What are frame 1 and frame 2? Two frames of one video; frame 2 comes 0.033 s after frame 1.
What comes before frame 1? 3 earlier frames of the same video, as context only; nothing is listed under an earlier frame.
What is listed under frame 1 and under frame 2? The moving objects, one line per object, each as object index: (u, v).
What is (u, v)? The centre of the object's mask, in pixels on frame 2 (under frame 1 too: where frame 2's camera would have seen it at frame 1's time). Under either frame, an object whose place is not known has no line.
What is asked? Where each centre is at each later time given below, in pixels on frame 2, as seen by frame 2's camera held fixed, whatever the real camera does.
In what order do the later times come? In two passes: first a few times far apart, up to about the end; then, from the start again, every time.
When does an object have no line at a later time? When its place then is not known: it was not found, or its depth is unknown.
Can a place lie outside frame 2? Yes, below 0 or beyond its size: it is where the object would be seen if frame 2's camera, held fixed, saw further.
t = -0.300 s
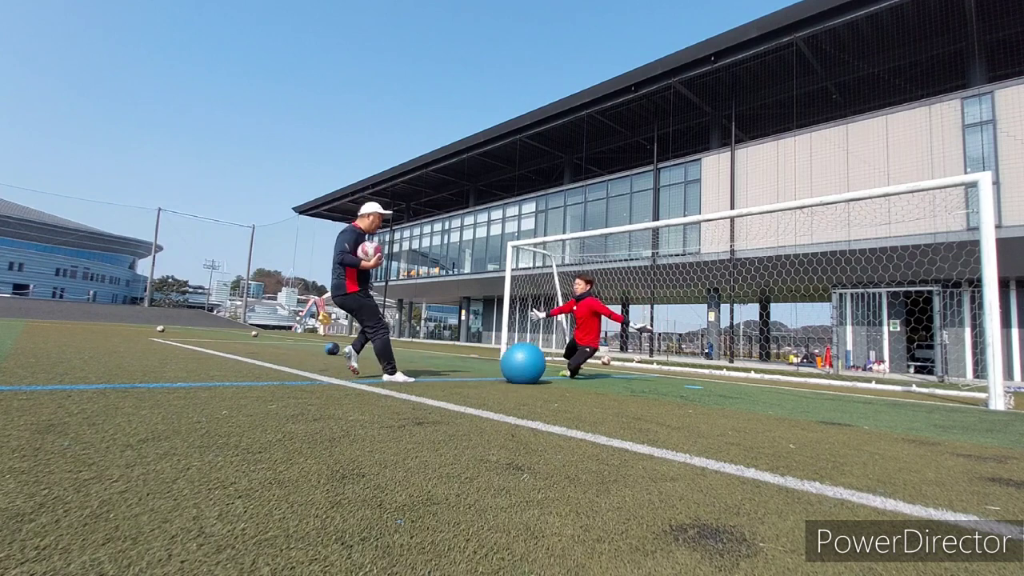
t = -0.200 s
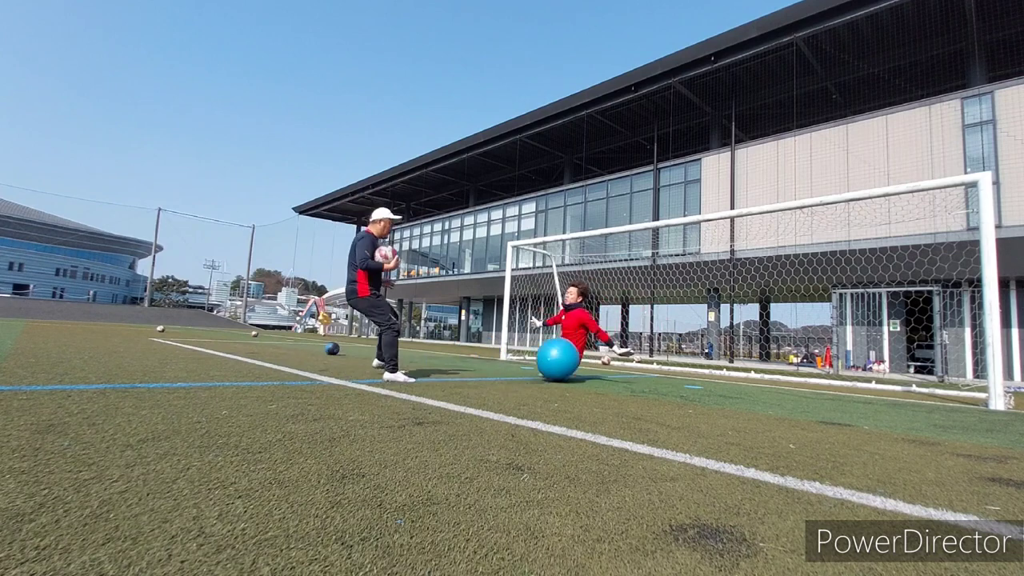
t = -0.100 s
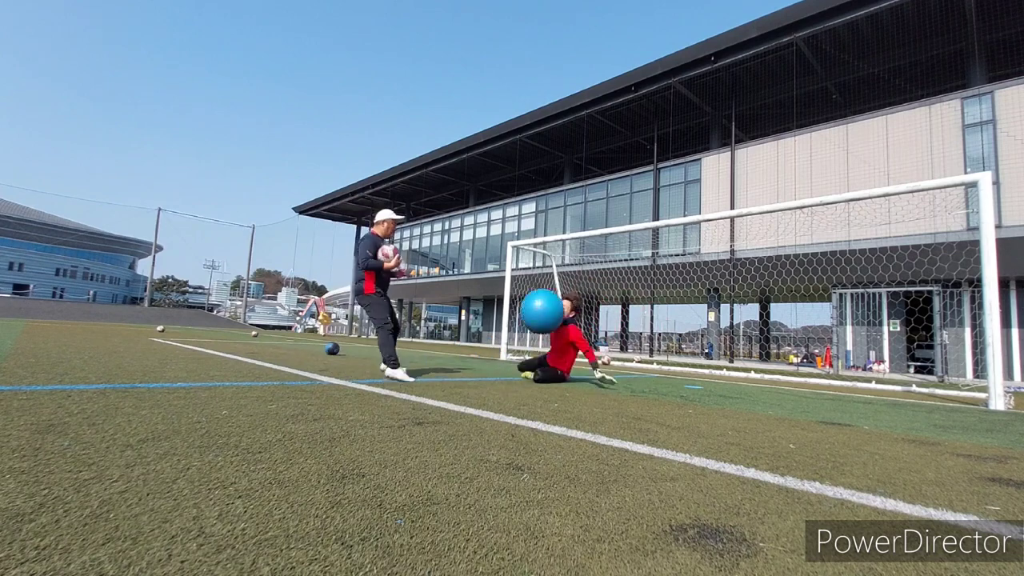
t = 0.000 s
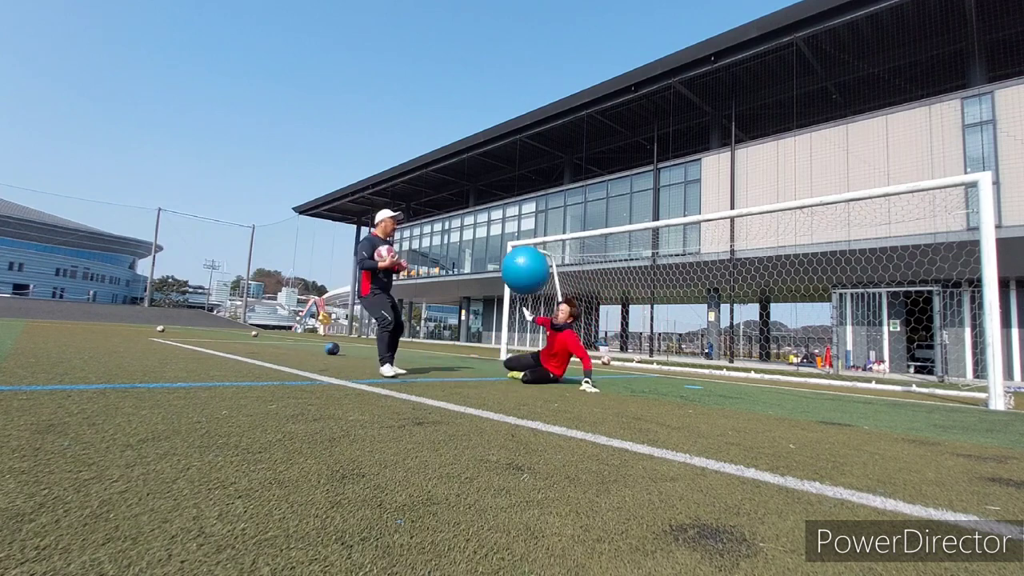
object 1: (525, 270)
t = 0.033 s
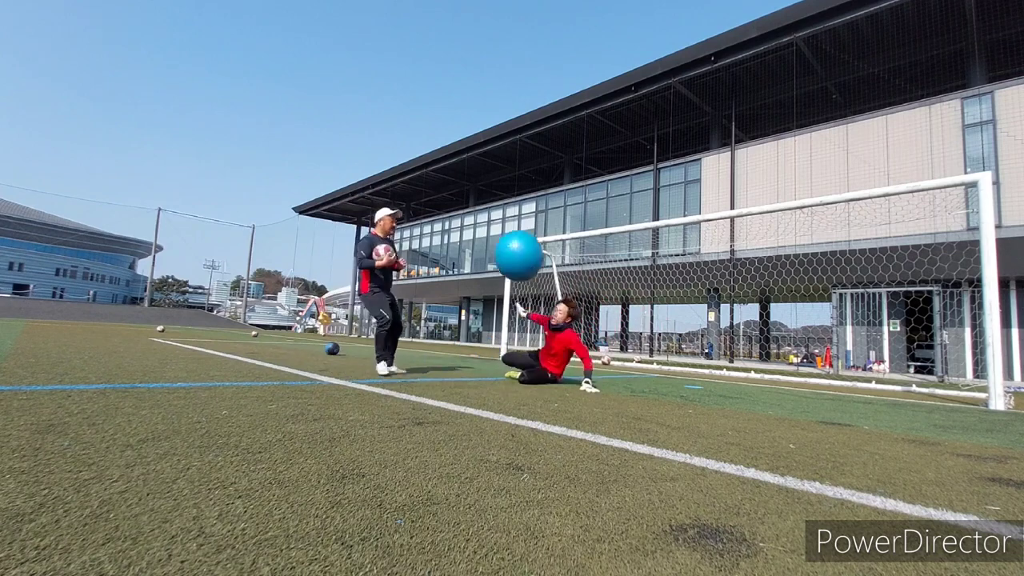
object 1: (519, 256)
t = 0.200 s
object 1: (485, 195)
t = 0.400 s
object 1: (434, 144)
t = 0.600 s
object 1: (359, 128)
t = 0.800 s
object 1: (232, 185)
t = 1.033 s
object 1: (50, 393)
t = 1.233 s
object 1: (134, 216)
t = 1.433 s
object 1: (226, 189)
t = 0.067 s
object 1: (513, 242)
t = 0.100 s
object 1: (506, 229)
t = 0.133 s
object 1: (500, 217)
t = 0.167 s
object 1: (493, 206)
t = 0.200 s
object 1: (485, 195)
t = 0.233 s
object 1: (477, 184)
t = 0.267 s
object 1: (469, 173)
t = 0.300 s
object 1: (462, 164)
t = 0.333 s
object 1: (454, 157)
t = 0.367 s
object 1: (445, 151)
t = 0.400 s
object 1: (434, 144)
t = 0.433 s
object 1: (423, 137)
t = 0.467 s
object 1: (412, 131)
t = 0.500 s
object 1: (401, 128)
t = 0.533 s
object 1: (389, 127)
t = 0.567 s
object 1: (375, 128)
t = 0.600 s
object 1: (359, 128)
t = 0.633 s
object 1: (342, 129)
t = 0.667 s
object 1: (324, 132)
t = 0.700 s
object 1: (306, 139)
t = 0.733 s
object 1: (286, 151)
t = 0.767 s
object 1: (261, 167)
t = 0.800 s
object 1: (232, 185)
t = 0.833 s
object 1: (199, 205)
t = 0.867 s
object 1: (164, 230)
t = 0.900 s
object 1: (127, 263)
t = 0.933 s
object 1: (89, 304)
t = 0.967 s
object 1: (65, 354)
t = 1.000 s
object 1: (46, 407)
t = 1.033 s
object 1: (50, 393)
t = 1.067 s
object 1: (60, 353)
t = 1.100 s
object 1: (71, 315)
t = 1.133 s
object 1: (82, 283)
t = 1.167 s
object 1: (95, 256)
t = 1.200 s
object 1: (115, 234)
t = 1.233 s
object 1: (134, 216)
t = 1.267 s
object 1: (152, 203)
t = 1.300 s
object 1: (169, 194)
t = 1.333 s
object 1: (185, 188)
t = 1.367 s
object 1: (200, 185)
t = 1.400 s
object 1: (213, 186)
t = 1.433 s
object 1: (226, 189)
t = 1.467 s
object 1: (238, 195)
